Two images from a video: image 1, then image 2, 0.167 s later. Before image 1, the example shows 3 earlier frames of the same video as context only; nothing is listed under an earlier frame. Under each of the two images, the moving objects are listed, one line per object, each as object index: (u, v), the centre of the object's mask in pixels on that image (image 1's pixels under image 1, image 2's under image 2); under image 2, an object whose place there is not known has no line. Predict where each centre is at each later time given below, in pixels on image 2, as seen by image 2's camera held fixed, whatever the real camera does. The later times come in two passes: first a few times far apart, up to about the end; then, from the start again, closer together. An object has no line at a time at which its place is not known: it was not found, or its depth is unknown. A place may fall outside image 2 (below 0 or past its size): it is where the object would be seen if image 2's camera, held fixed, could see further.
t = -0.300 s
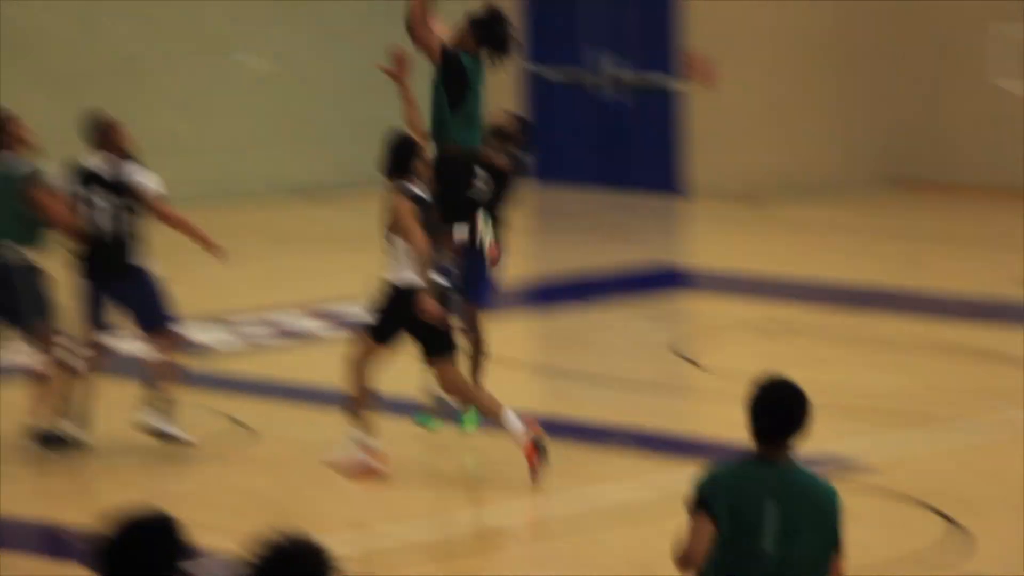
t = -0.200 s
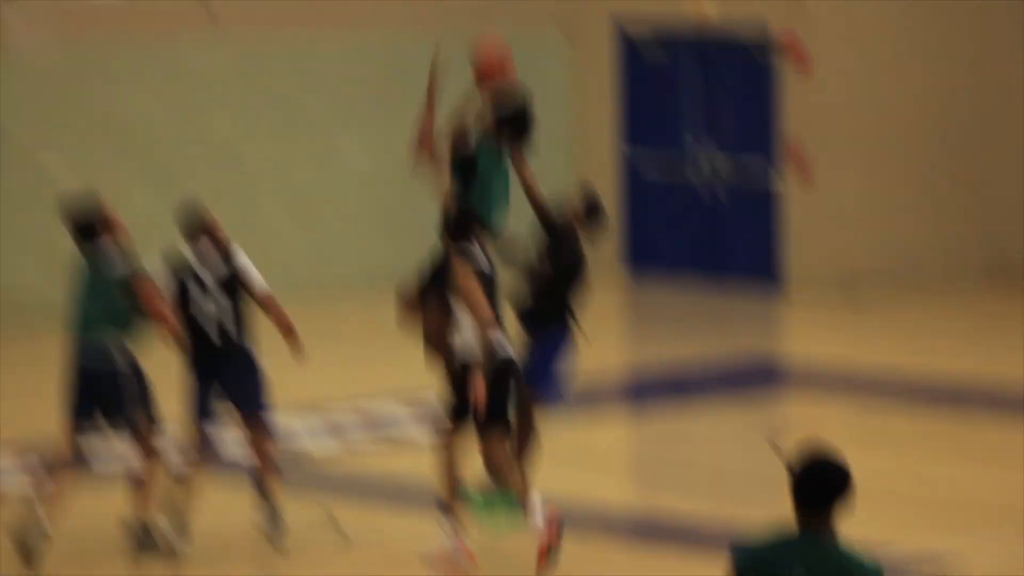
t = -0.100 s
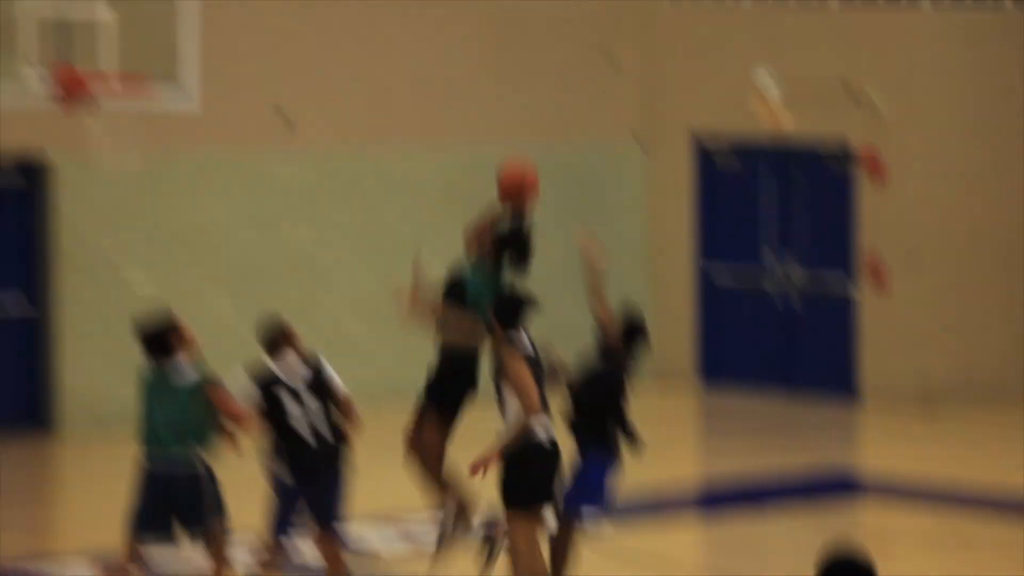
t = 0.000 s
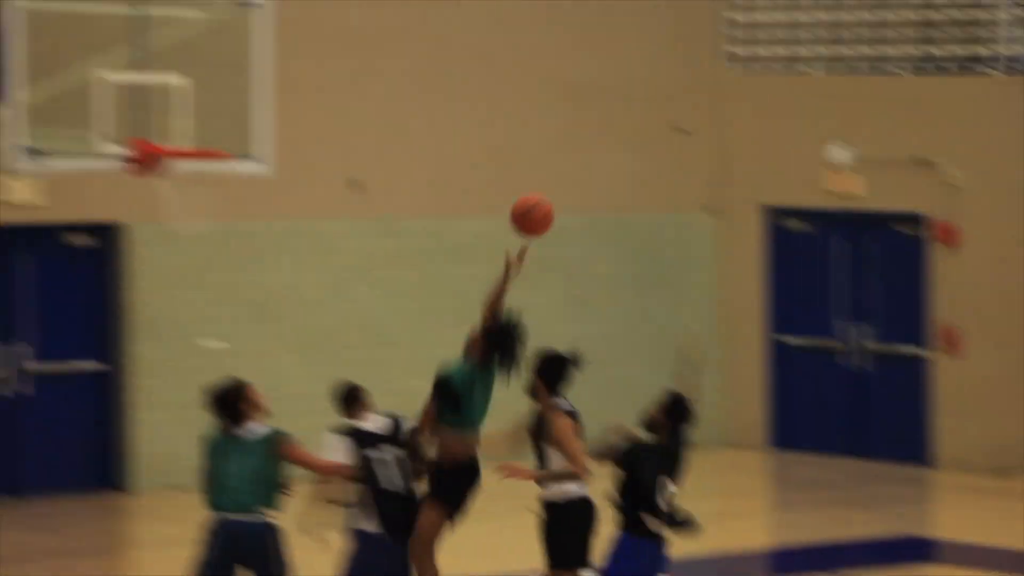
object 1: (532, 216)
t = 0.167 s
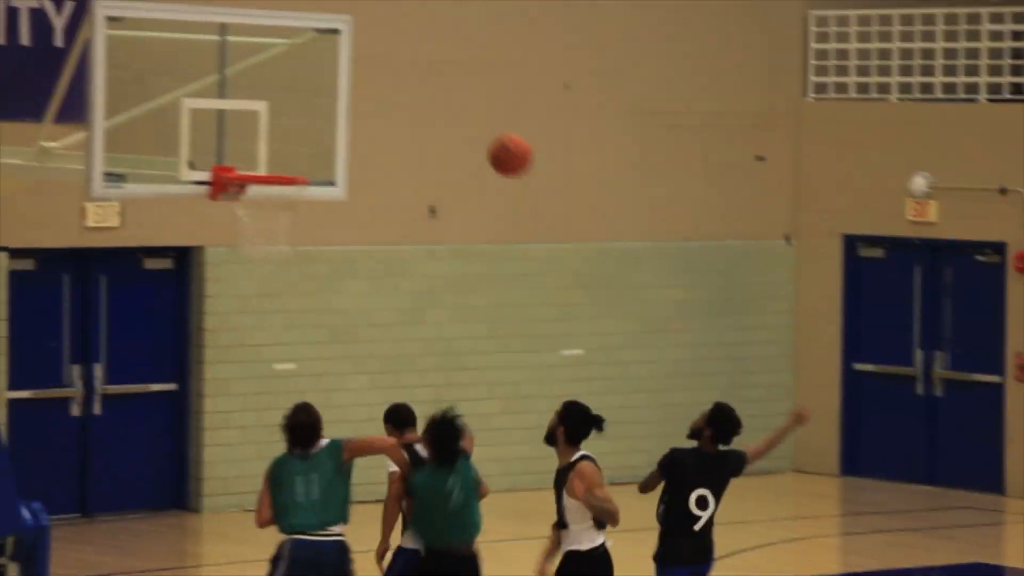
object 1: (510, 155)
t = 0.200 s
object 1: (490, 143)
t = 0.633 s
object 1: (248, 163)
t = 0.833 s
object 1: (276, 137)
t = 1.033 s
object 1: (290, 138)
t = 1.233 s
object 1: (298, 209)
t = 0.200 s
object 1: (490, 143)
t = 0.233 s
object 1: (471, 134)
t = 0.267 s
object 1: (452, 126)
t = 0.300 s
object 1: (432, 121)
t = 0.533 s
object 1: (299, 136)
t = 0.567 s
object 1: (281, 145)
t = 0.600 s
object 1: (261, 156)
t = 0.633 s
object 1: (248, 163)
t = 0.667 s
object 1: (258, 163)
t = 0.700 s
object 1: (269, 164)
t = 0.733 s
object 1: (273, 159)
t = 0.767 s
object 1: (274, 150)
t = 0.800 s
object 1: (275, 142)
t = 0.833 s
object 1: (276, 137)
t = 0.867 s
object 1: (278, 132)
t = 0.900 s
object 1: (281, 130)
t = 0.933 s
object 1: (284, 129)
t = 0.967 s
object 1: (286, 130)
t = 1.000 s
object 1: (287, 133)
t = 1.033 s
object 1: (290, 138)
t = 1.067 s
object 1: (291, 146)
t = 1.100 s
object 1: (293, 154)
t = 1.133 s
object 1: (295, 161)
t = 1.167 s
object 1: (299, 173)
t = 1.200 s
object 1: (297, 195)
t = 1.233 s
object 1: (298, 209)
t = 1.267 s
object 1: (298, 227)
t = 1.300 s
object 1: (299, 247)
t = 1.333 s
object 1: (300, 269)
